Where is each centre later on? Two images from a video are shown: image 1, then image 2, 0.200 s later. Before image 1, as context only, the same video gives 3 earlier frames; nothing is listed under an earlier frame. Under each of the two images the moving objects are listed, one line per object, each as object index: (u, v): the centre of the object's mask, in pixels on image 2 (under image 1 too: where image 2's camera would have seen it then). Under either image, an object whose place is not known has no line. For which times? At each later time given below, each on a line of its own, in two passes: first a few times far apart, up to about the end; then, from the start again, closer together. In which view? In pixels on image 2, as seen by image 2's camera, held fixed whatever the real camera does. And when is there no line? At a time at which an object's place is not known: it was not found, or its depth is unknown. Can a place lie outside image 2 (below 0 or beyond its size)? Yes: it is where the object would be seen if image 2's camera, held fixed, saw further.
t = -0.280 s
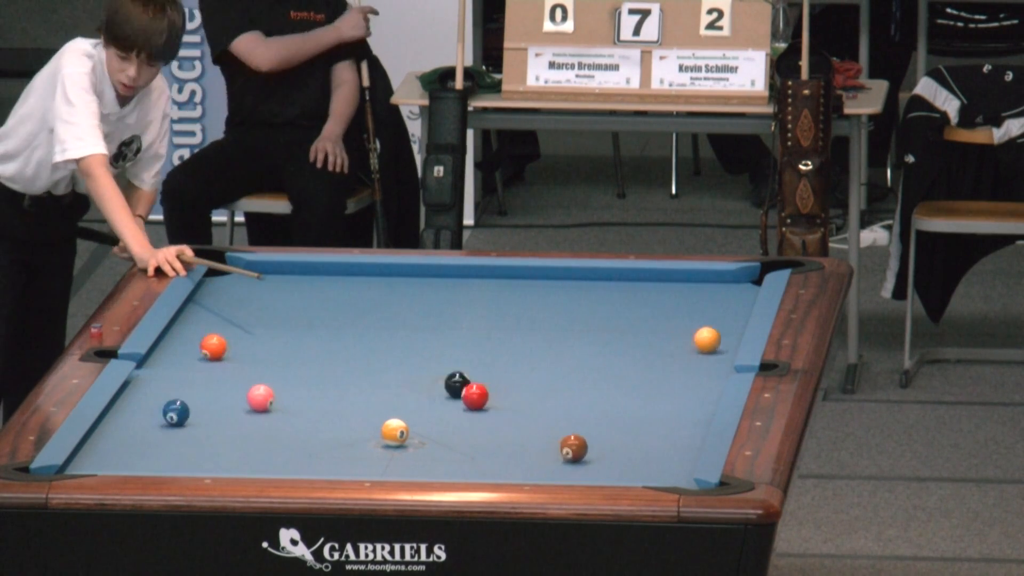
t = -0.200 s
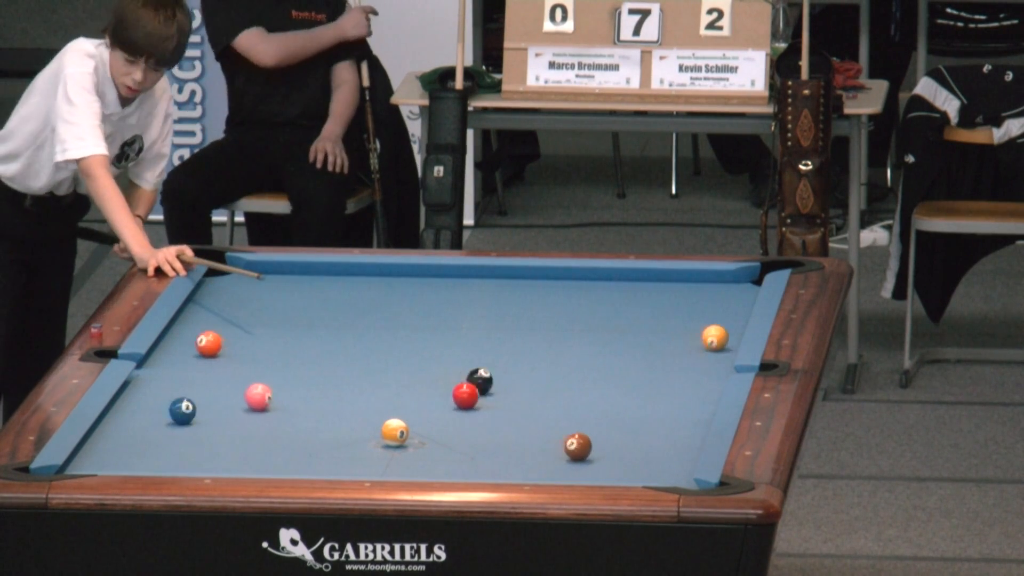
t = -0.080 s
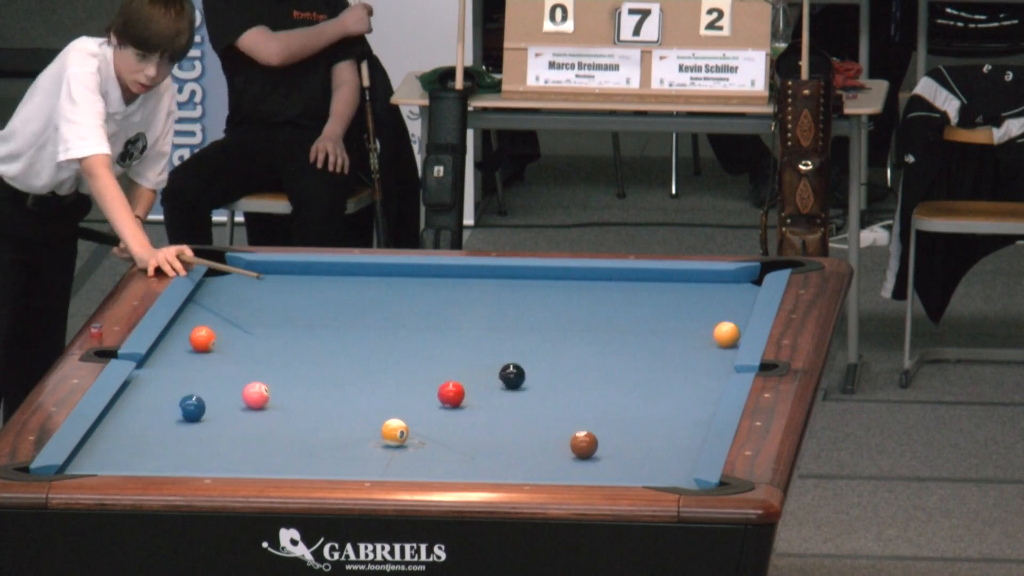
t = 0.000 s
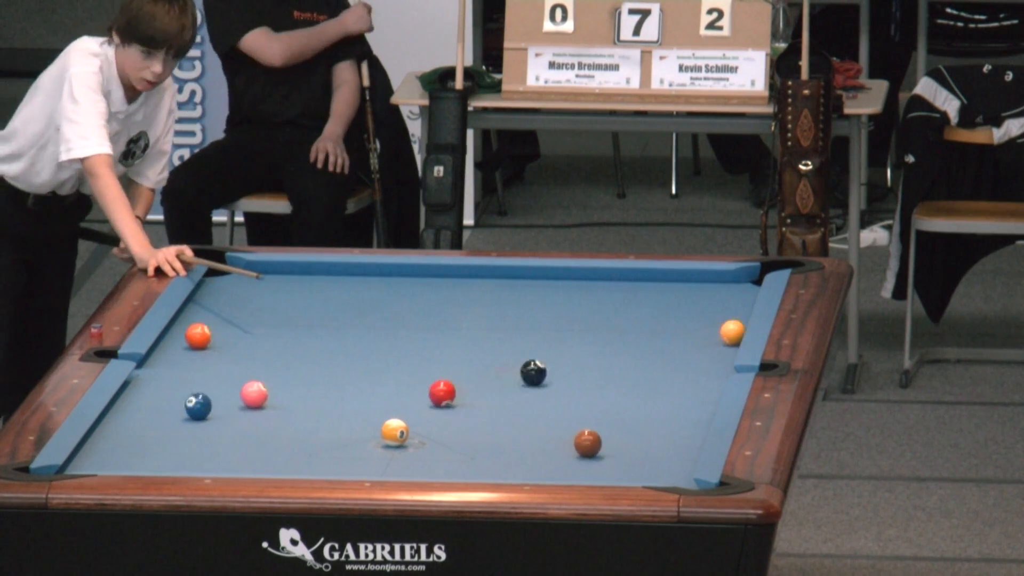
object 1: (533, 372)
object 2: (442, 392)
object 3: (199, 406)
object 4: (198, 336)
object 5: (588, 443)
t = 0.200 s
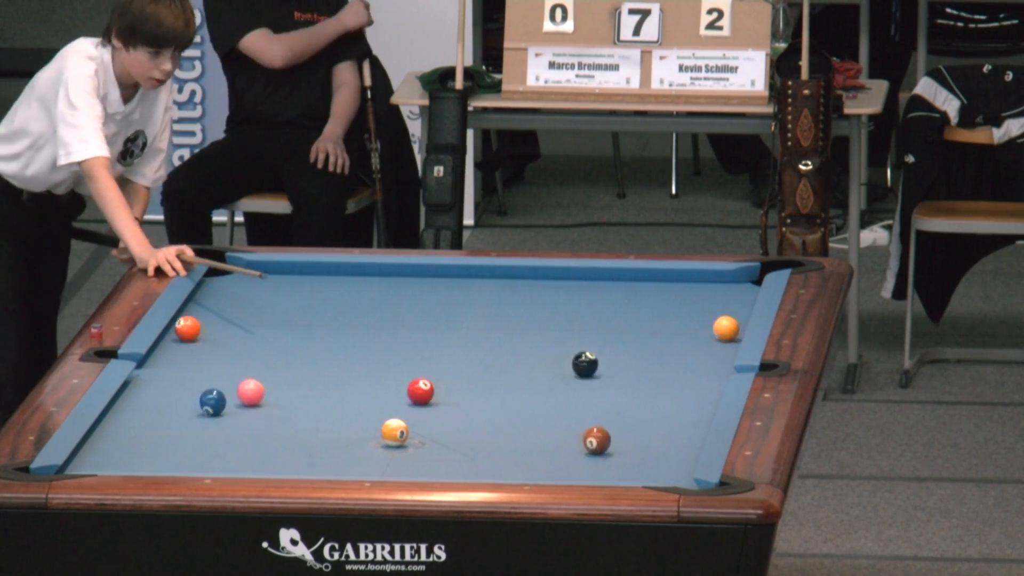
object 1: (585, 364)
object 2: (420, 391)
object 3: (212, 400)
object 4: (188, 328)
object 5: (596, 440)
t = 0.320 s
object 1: (615, 359)
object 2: (408, 390)
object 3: (221, 399)
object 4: (182, 324)
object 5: (601, 438)
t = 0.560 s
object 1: (674, 350)
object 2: (385, 388)
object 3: (236, 395)
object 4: (194, 317)
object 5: (611, 435)
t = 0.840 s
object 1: (727, 340)
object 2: (362, 385)
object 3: (249, 393)
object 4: (208, 310)
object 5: (620, 432)
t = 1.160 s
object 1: (698, 331)
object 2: (339, 383)
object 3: (259, 391)
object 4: (223, 303)
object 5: (629, 429)
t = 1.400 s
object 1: (678, 325)
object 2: (324, 382)
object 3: (264, 390)
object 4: (233, 299)
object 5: (634, 428)
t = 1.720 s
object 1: (654, 317)
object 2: (308, 380)
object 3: (267, 390)
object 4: (246, 293)
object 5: (639, 427)
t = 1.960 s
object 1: (638, 312)
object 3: (268, 390)
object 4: (253, 289)
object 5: (640, 426)
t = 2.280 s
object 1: (618, 306)
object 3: (268, 390)
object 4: (262, 285)
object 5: (641, 425)
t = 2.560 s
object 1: (603, 301)
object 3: (268, 390)
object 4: (269, 282)
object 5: (641, 425)
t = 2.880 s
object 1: (588, 295)
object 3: (268, 390)
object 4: (275, 278)
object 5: (641, 425)
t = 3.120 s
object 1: (577, 292)
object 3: (268, 390)
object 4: (279, 276)
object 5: (641, 425)
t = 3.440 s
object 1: (565, 288)
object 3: (268, 390)
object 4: (283, 274)
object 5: (641, 425)
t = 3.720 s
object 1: (556, 285)
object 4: (285, 273)
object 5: (641, 425)
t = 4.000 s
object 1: (548, 282)
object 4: (285, 272)
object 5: (641, 425)
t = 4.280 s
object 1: (540, 280)
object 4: (285, 272)
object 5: (641, 425)
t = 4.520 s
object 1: (535, 279)
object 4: (285, 272)
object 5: (641, 425)
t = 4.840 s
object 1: (529, 278)
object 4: (285, 272)
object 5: (641, 425)
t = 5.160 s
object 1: (525, 277)
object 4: (285, 272)
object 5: (641, 425)
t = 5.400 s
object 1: (524, 277)
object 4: (285, 272)
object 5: (641, 425)
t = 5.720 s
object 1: (523, 276)
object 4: (284, 272)
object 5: (641, 425)
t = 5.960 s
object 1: (523, 276)
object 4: (285, 272)
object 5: (641, 425)
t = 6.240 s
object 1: (523, 276)
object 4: (285, 272)
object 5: (641, 425)
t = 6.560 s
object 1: (523, 276)
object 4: (284, 272)
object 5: (641, 425)
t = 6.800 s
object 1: (523, 276)
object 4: (285, 272)
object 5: (641, 425)
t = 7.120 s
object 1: (524, 276)
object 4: (285, 272)
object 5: (641, 425)
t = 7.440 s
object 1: (524, 276)
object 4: (285, 272)
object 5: (641, 425)
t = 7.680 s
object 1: (524, 276)
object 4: (285, 271)
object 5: (641, 425)
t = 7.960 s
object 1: (524, 276)
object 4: (285, 272)
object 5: (641, 425)
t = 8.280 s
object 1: (523, 276)
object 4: (285, 271)
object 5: (641, 425)
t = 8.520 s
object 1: (523, 276)
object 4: (285, 272)
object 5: (641, 425)
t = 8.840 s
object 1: (523, 276)
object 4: (285, 272)
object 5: (641, 425)
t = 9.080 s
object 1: (523, 277)
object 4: (285, 271)
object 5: (641, 425)
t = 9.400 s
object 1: (524, 277)
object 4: (285, 271)
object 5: (641, 425)
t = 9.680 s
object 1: (523, 277)
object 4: (285, 271)
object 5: (641, 425)
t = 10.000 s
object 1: (524, 276)
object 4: (285, 272)
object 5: (641, 425)
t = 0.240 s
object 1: (595, 363)
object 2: (416, 391)
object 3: (216, 398)
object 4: (186, 327)
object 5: (598, 440)
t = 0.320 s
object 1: (615, 359)
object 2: (408, 390)
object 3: (221, 399)
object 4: (182, 324)
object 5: (601, 438)
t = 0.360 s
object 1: (625, 358)
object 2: (404, 389)
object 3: (223, 399)
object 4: (183, 323)
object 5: (603, 438)
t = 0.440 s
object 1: (644, 355)
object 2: (396, 389)
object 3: (228, 397)
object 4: (187, 320)
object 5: (606, 437)
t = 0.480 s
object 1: (654, 353)
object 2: (393, 388)
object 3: (231, 397)
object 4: (190, 319)
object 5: (608, 436)
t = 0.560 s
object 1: (674, 350)
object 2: (385, 388)
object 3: (236, 395)
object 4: (194, 317)
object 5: (611, 435)
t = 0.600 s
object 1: (683, 348)
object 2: (382, 387)
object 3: (238, 394)
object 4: (196, 316)
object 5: (612, 435)
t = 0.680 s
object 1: (701, 346)
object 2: (375, 387)
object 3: (242, 394)
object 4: (200, 314)
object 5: (615, 434)
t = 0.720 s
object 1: (711, 344)
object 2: (372, 386)
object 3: (244, 394)
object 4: (202, 314)
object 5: (616, 434)
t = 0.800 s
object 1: (729, 341)
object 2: (365, 385)
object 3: (247, 394)
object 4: (206, 311)
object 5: (619, 433)
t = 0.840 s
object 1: (727, 340)
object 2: (362, 385)
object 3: (249, 393)
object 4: (208, 310)
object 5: (620, 432)
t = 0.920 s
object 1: (719, 338)
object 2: (356, 385)
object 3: (252, 393)
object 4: (212, 309)
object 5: (622, 431)
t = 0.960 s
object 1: (715, 337)
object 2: (353, 385)
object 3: (253, 393)
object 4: (214, 308)
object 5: (623, 431)
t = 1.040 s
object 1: (708, 335)
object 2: (347, 384)
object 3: (256, 392)
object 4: (218, 306)
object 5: (626, 430)
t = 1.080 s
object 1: (705, 334)
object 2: (344, 384)
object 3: (257, 392)
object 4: (219, 305)
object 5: (627, 430)
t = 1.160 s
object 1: (698, 331)
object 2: (339, 383)
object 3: (259, 391)
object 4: (223, 303)
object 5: (629, 429)
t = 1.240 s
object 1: (691, 329)
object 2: (334, 383)
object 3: (261, 391)
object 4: (226, 302)
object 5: (631, 429)
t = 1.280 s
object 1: (688, 328)
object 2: (331, 383)
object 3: (262, 391)
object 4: (228, 301)
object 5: (631, 429)
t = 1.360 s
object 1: (681, 326)
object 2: (326, 382)
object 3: (264, 390)
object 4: (232, 300)
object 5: (633, 428)
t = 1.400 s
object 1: (678, 325)
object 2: (324, 382)
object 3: (264, 390)
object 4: (233, 299)
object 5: (634, 428)
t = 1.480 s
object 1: (672, 323)
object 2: (320, 382)
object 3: (265, 390)
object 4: (236, 298)
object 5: (635, 428)
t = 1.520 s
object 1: (669, 322)
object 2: (317, 381)
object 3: (266, 390)
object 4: (238, 297)
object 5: (636, 428)
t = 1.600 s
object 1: (663, 320)
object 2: (313, 381)
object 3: (266, 390)
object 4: (241, 295)
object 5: (637, 427)
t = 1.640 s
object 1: (660, 320)
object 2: (311, 381)
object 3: (267, 390)
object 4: (243, 294)
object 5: (638, 427)
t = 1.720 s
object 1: (654, 317)
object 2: (308, 380)
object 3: (267, 390)
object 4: (246, 293)
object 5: (639, 427)
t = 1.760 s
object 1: (651, 316)
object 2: (306, 380)
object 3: (268, 390)
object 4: (247, 292)
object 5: (639, 427)
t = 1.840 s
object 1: (646, 315)
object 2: (303, 380)
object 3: (268, 390)
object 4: (249, 291)
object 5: (640, 426)
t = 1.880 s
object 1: (643, 314)
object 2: (301, 380)
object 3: (268, 390)
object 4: (250, 290)
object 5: (640, 426)
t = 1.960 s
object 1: (638, 312)
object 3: (268, 390)
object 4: (253, 289)
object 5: (640, 426)
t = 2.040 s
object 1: (633, 310)
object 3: (268, 390)
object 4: (255, 288)
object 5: (641, 426)
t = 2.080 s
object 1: (630, 310)
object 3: (268, 390)
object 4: (256, 287)
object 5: (641, 426)
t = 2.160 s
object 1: (626, 308)
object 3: (268, 390)
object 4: (259, 287)
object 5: (641, 426)
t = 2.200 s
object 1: (623, 307)
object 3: (268, 390)
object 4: (260, 286)
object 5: (641, 426)
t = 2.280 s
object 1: (618, 306)
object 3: (268, 390)
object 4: (262, 285)
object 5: (641, 425)
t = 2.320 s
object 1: (616, 305)
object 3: (268, 390)
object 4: (263, 284)
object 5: (641, 425)
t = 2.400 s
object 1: (612, 303)
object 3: (268, 390)
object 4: (265, 283)
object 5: (641, 425)
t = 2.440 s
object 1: (609, 302)
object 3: (268, 390)
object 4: (266, 283)
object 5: (641, 425)
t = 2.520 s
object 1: (605, 301)
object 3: (268, 390)
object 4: (268, 282)
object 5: (641, 426)
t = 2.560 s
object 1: (603, 301)
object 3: (268, 390)
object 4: (269, 282)
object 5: (641, 425)
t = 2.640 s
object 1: (599, 299)
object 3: (268, 390)
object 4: (271, 281)
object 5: (641, 425)
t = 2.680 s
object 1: (597, 299)
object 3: (268, 390)
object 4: (271, 280)
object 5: (641, 425)
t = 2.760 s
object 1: (593, 297)
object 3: (268, 390)
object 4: (273, 279)
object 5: (641, 425)
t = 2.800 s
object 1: (591, 297)
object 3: (268, 390)
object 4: (274, 279)
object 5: (641, 425)
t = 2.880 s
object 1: (588, 295)
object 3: (268, 390)
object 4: (275, 278)
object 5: (641, 425)
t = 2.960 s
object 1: (584, 294)
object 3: (268, 390)
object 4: (277, 278)
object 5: (641, 425)
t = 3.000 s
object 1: (582, 294)
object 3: (268, 390)
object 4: (278, 278)
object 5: (641, 425)
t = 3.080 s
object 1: (579, 293)
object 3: (268, 390)
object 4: (279, 277)
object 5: (641, 425)
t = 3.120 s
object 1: (577, 292)
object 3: (268, 390)
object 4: (279, 276)
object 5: (641, 425)
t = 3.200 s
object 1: (574, 291)
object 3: (268, 390)
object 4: (281, 276)
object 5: (641, 425)
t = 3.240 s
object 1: (573, 290)
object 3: (268, 390)
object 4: (281, 276)
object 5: (641, 425)
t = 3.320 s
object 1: (569, 289)
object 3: (268, 390)
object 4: (282, 275)
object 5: (641, 426)
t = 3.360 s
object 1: (568, 289)
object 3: (268, 390)
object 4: (282, 275)
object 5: (641, 425)
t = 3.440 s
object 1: (565, 288)
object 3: (268, 390)
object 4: (283, 274)
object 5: (641, 425)
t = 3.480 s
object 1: (564, 287)
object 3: (268, 390)
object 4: (284, 274)
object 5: (641, 425)
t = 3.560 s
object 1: (561, 286)
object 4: (285, 274)
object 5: (641, 425)
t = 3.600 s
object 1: (560, 286)
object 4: (285, 273)
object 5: (641, 425)
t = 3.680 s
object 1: (557, 285)
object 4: (285, 273)
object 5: (641, 425)
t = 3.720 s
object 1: (556, 285)
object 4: (285, 273)
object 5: (641, 425)
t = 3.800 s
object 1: (554, 284)
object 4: (285, 273)
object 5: (641, 425)
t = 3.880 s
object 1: (551, 283)
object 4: (285, 272)
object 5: (641, 425)
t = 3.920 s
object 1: (550, 283)
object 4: (285, 272)
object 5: (641, 425)
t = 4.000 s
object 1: (548, 282)
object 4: (285, 272)
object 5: (641, 425)
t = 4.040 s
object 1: (547, 282)
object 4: (285, 272)
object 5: (641, 425)
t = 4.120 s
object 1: (544, 282)
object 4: (285, 272)
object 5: (641, 425)
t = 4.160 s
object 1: (543, 281)
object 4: (285, 272)
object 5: (641, 425)
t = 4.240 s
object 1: (541, 281)
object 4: (285, 272)
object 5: (641, 425)
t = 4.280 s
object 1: (540, 280)
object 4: (285, 272)
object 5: (641, 425)
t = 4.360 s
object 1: (539, 280)
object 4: (285, 272)
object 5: (641, 425)
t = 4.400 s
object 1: (537, 280)
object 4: (285, 272)
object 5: (641, 425)
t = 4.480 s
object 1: (536, 279)
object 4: (285, 272)
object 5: (641, 425)
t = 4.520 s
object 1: (535, 279)
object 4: (285, 272)
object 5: (641, 425)
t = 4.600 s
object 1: (533, 279)
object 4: (285, 272)
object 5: (641, 425)
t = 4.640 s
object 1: (532, 278)
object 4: (285, 272)
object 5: (641, 425)
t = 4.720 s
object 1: (531, 278)
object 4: (285, 272)
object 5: (641, 425)
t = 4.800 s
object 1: (530, 278)
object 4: (285, 272)
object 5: (641, 425)
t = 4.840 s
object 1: (529, 278)
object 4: (285, 272)
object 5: (641, 425)
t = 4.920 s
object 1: (528, 277)
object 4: (285, 272)
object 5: (641, 425)
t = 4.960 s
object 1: (527, 277)
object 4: (285, 272)
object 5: (641, 425)
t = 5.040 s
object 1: (526, 277)
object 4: (285, 272)
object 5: (641, 425)
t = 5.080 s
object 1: (526, 277)
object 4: (285, 272)
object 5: (641, 425)
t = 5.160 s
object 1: (525, 277)
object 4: (285, 272)
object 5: (641, 425)
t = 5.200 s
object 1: (525, 277)
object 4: (285, 272)
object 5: (641, 425)
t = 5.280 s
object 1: (524, 277)
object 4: (285, 272)
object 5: (641, 425)
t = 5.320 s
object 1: (524, 277)
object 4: (285, 272)
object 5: (641, 425)
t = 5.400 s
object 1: (524, 277)
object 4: (285, 272)
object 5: (641, 425)
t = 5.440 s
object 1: (524, 276)
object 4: (285, 272)
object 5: (641, 425)
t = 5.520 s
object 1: (524, 276)
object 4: (285, 272)
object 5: (641, 425)
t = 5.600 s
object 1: (524, 276)
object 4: (285, 272)
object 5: (641, 425)
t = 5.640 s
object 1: (523, 276)
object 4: (284, 272)
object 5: (641, 425)
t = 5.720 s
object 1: (523, 276)
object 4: (284, 272)
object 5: (641, 425)
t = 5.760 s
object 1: (523, 276)
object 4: (284, 272)
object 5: (641, 425)
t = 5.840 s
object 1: (523, 276)
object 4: (285, 272)
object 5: (641, 425)
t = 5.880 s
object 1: (524, 276)
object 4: (284, 272)
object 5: (641, 425)
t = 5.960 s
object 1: (523, 276)
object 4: (285, 272)
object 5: (641, 425)
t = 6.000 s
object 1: (523, 276)
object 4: (284, 272)
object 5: (641, 425)
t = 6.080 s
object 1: (524, 276)
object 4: (285, 272)
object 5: (641, 425)
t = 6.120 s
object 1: (524, 276)
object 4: (284, 272)
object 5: (641, 425)
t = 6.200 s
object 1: (523, 276)
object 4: (285, 272)
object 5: (641, 425)
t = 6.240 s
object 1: (523, 276)
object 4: (285, 272)
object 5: (641, 425)
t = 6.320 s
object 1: (524, 276)
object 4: (285, 272)
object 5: (641, 425)
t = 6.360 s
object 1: (524, 276)
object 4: (285, 272)
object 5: (641, 425)
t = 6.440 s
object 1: (523, 276)
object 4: (285, 272)
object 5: (641, 425)
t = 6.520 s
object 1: (523, 276)
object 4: (284, 272)
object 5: (641, 425)
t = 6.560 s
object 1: (523, 276)
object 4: (284, 272)
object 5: (641, 425)
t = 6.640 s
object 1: (524, 276)
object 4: (285, 272)
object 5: (641, 425)
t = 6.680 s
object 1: (524, 276)
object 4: (284, 272)
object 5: (641, 425)
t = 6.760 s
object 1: (524, 276)
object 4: (284, 272)
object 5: (641, 425)
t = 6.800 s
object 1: (523, 276)
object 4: (285, 272)
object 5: (641, 425)
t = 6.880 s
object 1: (523, 276)
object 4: (285, 272)
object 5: (641, 425)
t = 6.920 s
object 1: (524, 276)
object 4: (285, 272)
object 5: (641, 425)
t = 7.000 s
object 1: (523, 276)
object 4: (284, 272)
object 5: (641, 425)
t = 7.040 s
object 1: (523, 276)
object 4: (284, 272)
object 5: (641, 425)
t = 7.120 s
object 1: (524, 276)
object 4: (285, 272)
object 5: (641, 425)
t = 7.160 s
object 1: (524, 276)
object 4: (285, 272)
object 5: (641, 425)
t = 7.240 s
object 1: (524, 276)
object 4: (285, 271)
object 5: (641, 425)
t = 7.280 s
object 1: (523, 276)
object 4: (285, 272)
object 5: (641, 425)
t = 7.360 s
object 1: (524, 276)
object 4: (285, 272)
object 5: (641, 425)
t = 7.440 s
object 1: (524, 276)
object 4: (285, 272)
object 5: (641, 425)
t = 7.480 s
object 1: (524, 276)
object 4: (285, 272)
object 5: (641, 425)
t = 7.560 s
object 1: (524, 276)
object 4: (285, 272)
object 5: (641, 425)
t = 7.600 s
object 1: (524, 276)
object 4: (285, 272)
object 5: (641, 425)
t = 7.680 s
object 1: (524, 276)
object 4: (285, 271)
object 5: (641, 425)
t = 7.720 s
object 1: (524, 276)
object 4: (285, 271)
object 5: (641, 425)
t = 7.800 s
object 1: (524, 276)
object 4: (285, 271)
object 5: (641, 425)
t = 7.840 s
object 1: (524, 276)
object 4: (285, 271)
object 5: (641, 425)
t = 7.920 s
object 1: (524, 276)
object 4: (285, 272)
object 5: (641, 425)
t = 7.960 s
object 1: (524, 276)
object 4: (285, 272)
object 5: (641, 425)
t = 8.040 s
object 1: (524, 276)
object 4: (285, 272)
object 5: (641, 425)
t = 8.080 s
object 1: (523, 276)
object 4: (285, 271)
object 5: (641, 425)
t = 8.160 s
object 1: (523, 276)
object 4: (285, 271)
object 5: (641, 425)
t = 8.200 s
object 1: (523, 276)
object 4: (285, 272)
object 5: (641, 425)
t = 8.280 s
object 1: (523, 276)
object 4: (285, 271)
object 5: (641, 425)
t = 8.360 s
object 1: (523, 276)
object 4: (285, 271)
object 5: (641, 425)
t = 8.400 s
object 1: (523, 276)
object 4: (285, 272)
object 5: (641, 425)
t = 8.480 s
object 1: (523, 276)
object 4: (285, 272)
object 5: (641, 425)
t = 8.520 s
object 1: (523, 276)
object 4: (285, 272)
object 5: (641, 425)
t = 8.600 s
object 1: (523, 276)
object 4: (285, 272)
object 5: (641, 425)
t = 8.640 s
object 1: (523, 276)
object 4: (285, 272)
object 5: (641, 425)
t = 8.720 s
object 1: (523, 276)
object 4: (285, 272)
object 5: (641, 425)
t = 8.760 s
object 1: (523, 276)
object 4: (285, 271)
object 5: (641, 425)
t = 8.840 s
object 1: (523, 276)
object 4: (285, 272)
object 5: (641, 425)
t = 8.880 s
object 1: (523, 276)
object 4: (285, 272)
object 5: (641, 425)
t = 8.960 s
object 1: (523, 276)
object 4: (285, 271)
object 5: (641, 425)
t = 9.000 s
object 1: (523, 276)
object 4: (285, 271)
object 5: (641, 425)
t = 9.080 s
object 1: (523, 277)
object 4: (285, 271)
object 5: (641, 425)
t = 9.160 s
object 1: (523, 276)
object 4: (285, 271)
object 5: (642, 425)
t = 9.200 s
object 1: (524, 276)
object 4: (285, 271)
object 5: (641, 425)
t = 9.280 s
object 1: (524, 276)
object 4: (285, 271)
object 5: (641, 425)
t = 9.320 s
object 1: (524, 277)
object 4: (285, 272)
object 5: (641, 425)
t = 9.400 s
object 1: (524, 277)
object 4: (285, 271)
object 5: (641, 425)
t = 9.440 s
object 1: (524, 277)
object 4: (285, 272)
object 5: (641, 425)
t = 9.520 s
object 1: (524, 277)
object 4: (285, 272)
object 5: (641, 425)
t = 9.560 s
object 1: (524, 277)
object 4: (285, 271)
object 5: (641, 425)
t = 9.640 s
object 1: (523, 277)
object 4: (285, 272)
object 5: (641, 425)
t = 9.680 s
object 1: (523, 277)
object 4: (285, 271)
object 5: (641, 425)
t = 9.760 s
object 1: (524, 276)
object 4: (285, 271)
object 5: (641, 425)
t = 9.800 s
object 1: (524, 276)
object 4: (285, 272)
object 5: (641, 425)
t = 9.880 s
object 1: (524, 277)
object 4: (285, 272)
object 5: (641, 425)
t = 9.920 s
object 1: (524, 276)
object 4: (285, 271)
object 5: (641, 425)
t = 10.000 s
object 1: (524, 276)
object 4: (285, 272)
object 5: (641, 425)
